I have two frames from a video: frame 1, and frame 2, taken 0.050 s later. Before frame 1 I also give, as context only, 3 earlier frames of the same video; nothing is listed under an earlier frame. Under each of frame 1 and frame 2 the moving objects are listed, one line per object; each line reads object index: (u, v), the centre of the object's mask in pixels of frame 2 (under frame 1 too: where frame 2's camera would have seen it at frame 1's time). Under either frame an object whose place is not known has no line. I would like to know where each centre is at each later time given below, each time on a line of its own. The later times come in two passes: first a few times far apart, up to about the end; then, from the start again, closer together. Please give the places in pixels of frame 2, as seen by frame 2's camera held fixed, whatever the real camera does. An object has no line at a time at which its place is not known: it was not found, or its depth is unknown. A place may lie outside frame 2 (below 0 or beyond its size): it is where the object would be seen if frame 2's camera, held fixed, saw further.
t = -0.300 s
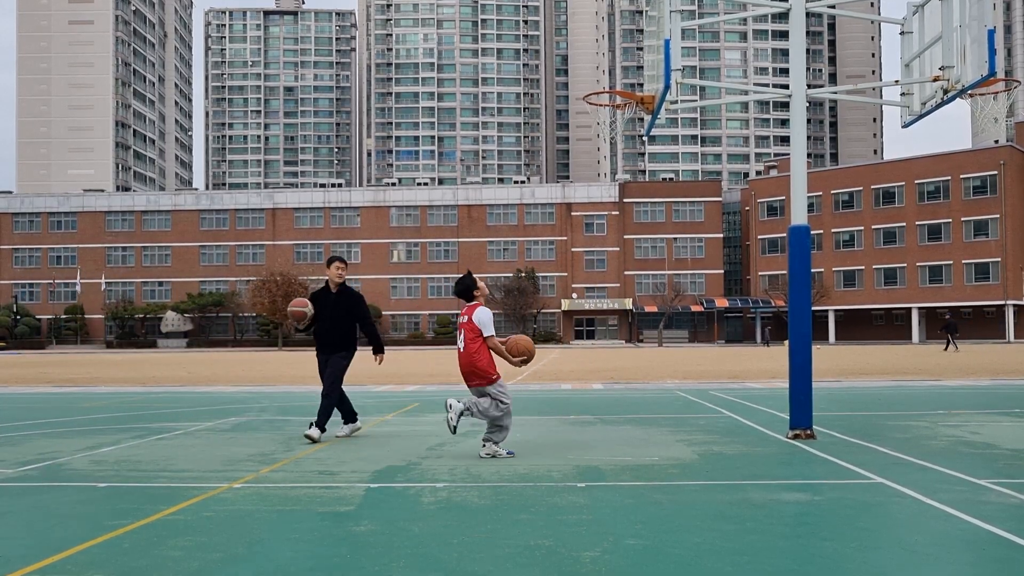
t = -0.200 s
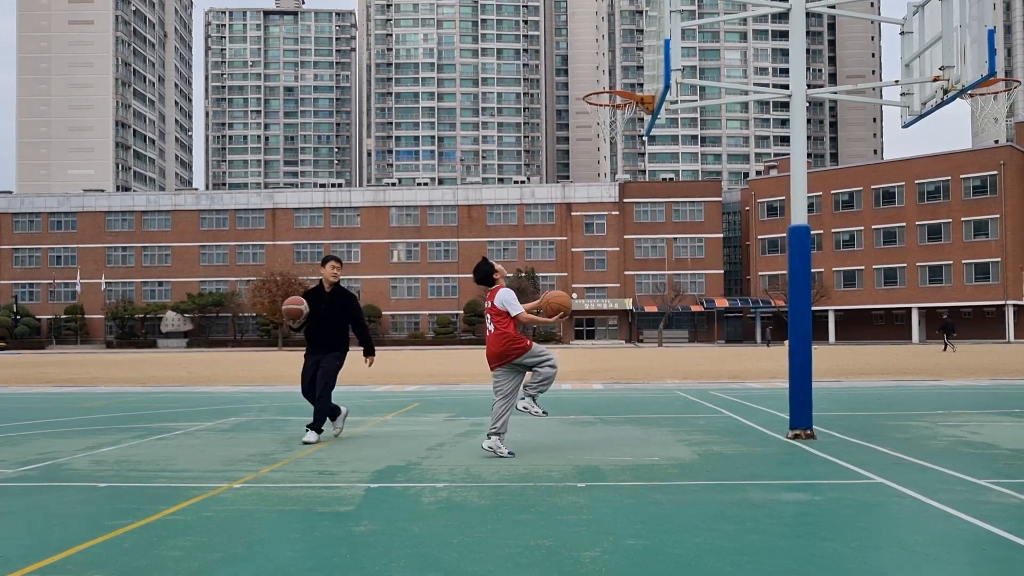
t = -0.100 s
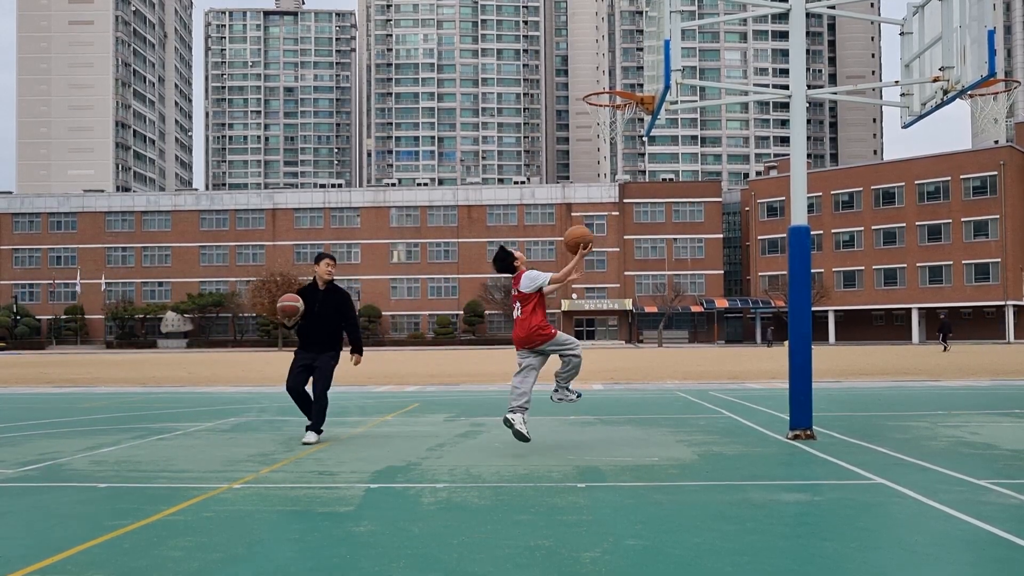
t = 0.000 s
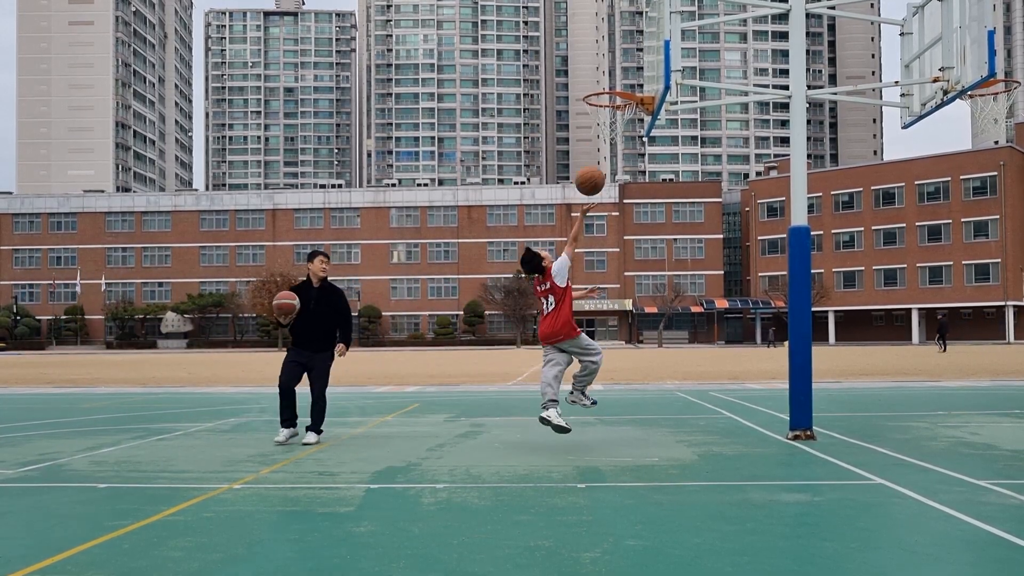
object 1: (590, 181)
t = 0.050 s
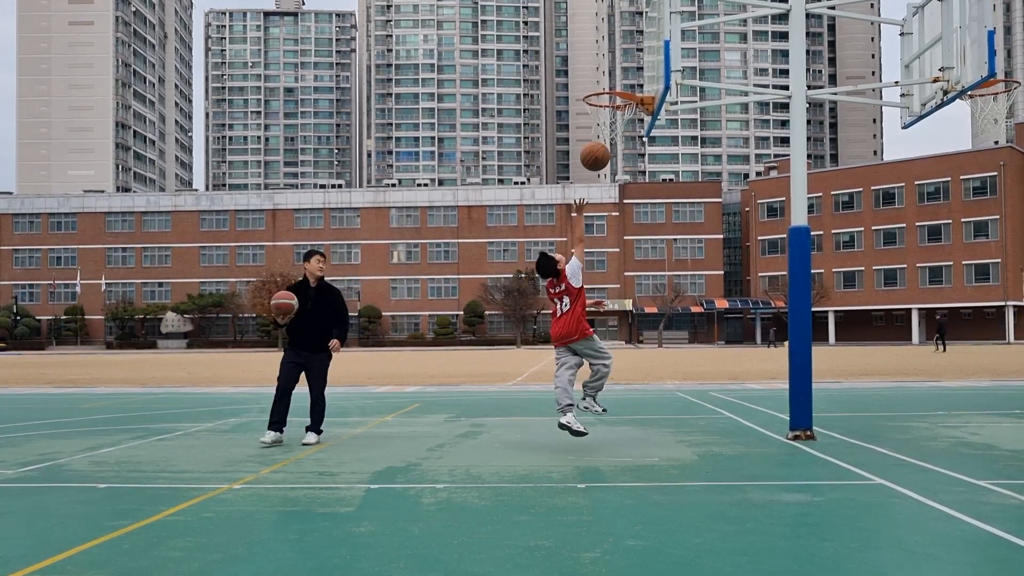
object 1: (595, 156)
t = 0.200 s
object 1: (610, 103)
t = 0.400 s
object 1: (630, 74)
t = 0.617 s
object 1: (640, 74)
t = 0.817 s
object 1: (640, 79)
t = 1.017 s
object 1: (637, 100)
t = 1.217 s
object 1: (629, 155)
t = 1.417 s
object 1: (620, 257)
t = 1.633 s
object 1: (611, 422)
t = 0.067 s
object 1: (597, 149)
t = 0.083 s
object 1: (598, 142)
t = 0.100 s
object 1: (600, 135)
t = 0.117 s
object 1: (601, 129)
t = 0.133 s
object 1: (603, 123)
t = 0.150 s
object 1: (605, 117)
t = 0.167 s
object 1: (606, 112)
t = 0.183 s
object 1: (608, 107)
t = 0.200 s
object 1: (610, 103)
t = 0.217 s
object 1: (611, 98)
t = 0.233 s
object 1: (612, 95)
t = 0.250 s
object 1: (615, 91)
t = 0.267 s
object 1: (616, 88)
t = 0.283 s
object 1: (618, 85)
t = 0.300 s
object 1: (620, 82)
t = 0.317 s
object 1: (621, 80)
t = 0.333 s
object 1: (623, 78)
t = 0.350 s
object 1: (625, 77)
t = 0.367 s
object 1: (627, 75)
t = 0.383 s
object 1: (628, 75)
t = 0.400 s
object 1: (630, 74)
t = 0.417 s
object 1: (631, 74)
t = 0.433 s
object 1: (633, 74)
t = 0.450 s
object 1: (635, 74)
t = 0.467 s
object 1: (637, 75)
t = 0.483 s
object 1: (638, 76)
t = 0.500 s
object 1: (640, 77)
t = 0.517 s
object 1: (641, 79)
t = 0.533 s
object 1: (640, 80)
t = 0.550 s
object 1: (639, 82)
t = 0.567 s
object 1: (639, 80)
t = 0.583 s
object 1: (639, 78)
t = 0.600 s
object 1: (639, 76)
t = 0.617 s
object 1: (640, 74)
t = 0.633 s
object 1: (640, 73)
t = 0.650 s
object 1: (640, 72)
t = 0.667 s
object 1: (641, 71)
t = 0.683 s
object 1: (641, 71)
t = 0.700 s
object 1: (641, 71)
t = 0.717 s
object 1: (641, 71)
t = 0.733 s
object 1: (641, 72)
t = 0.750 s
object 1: (641, 72)
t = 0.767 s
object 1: (641, 74)
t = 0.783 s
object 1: (641, 75)
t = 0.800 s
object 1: (640, 77)
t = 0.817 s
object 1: (640, 79)
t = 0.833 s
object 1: (640, 82)
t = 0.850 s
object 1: (640, 85)
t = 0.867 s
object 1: (640, 87)
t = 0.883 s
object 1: (641, 88)
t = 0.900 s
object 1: (642, 89)
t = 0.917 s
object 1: (641, 90)
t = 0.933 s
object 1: (641, 91)
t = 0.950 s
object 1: (640, 92)
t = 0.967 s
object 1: (639, 93)
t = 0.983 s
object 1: (639, 95)
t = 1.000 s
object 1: (638, 97)
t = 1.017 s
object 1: (637, 100)
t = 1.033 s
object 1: (636, 103)
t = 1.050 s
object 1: (635, 106)
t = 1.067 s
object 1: (635, 109)
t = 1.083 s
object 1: (634, 113)
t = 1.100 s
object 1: (633, 117)
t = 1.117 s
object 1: (633, 122)
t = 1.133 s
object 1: (632, 126)
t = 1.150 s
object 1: (631, 131)
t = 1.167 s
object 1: (630, 137)
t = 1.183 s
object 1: (630, 143)
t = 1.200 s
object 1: (629, 149)
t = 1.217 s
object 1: (629, 155)
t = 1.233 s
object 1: (628, 161)
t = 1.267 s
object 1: (627, 176)
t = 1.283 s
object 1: (626, 184)
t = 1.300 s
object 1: (625, 192)
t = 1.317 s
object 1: (624, 200)
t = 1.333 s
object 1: (624, 209)
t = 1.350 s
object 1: (623, 218)
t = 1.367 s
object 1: (622, 227)
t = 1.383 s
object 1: (622, 237)
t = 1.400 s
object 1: (621, 247)
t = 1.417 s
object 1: (620, 257)
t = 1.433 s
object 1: (619, 268)
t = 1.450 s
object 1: (619, 279)
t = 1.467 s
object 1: (618, 290)
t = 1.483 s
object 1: (617, 302)
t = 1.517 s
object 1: (616, 326)
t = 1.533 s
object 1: (615, 339)
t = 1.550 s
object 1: (615, 352)
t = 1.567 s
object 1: (614, 365)
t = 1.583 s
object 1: (613, 379)
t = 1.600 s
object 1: (613, 393)
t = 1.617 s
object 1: (612, 407)
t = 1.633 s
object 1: (611, 422)
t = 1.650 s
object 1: (611, 436)
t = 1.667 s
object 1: (610, 426)
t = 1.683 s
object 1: (608, 414)
